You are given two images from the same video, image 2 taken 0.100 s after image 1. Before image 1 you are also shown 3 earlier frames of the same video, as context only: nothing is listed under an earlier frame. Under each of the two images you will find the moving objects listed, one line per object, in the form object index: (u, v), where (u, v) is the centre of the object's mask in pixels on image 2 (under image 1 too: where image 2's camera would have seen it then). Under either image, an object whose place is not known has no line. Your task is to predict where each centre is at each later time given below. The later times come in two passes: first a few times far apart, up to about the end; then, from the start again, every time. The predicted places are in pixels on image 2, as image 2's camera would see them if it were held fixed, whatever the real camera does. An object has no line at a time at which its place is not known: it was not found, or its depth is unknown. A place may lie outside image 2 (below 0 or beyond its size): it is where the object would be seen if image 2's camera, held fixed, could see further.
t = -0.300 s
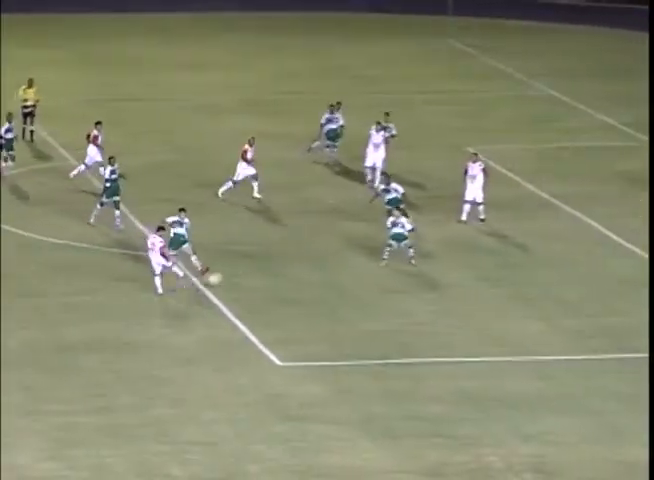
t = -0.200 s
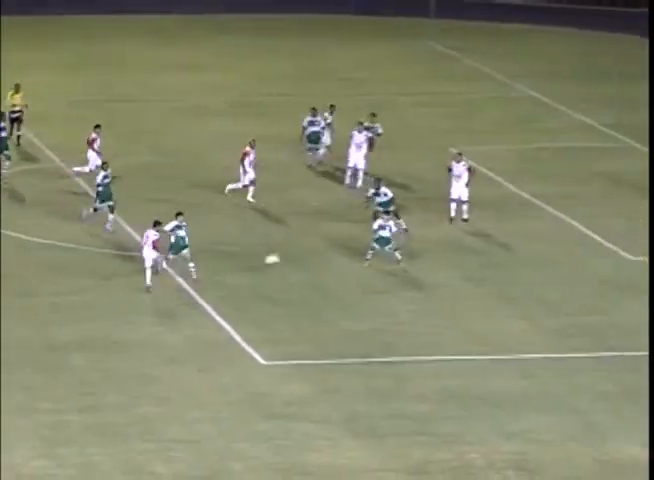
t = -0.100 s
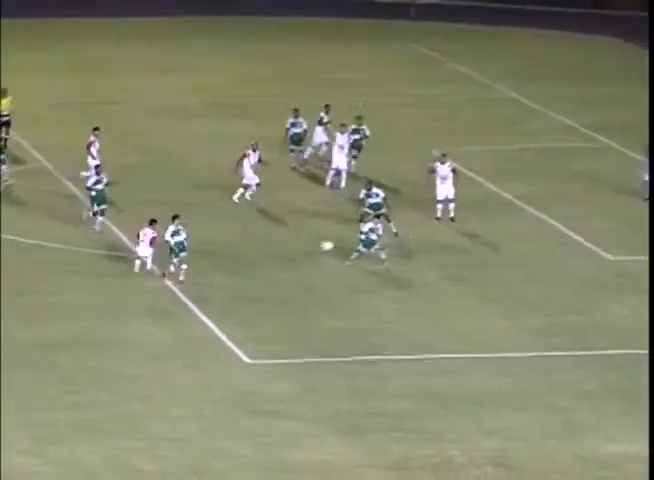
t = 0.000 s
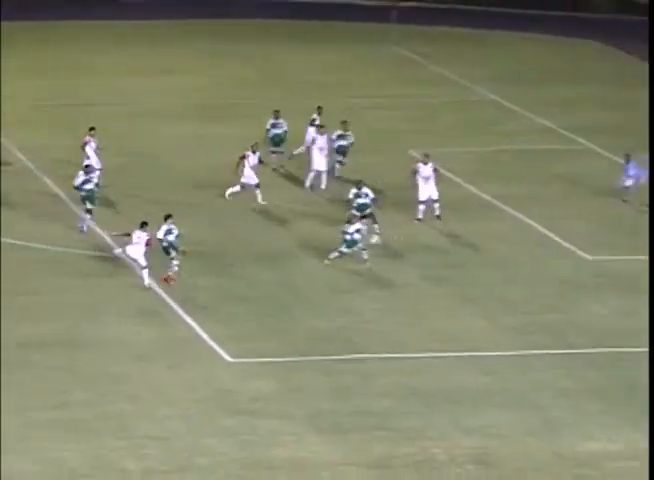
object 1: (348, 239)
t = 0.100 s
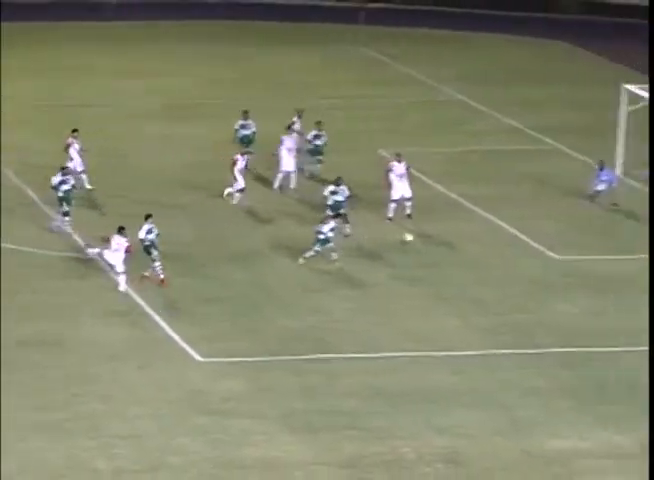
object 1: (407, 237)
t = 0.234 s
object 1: (483, 230)
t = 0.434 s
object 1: (585, 218)
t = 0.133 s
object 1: (429, 238)
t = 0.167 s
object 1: (449, 238)
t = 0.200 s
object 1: (467, 234)
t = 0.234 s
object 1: (483, 230)
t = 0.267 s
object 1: (501, 226)
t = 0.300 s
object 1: (518, 223)
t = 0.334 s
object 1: (535, 221)
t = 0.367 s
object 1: (552, 220)
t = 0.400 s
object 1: (568, 218)
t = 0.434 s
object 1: (585, 218)
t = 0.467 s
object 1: (602, 217)
